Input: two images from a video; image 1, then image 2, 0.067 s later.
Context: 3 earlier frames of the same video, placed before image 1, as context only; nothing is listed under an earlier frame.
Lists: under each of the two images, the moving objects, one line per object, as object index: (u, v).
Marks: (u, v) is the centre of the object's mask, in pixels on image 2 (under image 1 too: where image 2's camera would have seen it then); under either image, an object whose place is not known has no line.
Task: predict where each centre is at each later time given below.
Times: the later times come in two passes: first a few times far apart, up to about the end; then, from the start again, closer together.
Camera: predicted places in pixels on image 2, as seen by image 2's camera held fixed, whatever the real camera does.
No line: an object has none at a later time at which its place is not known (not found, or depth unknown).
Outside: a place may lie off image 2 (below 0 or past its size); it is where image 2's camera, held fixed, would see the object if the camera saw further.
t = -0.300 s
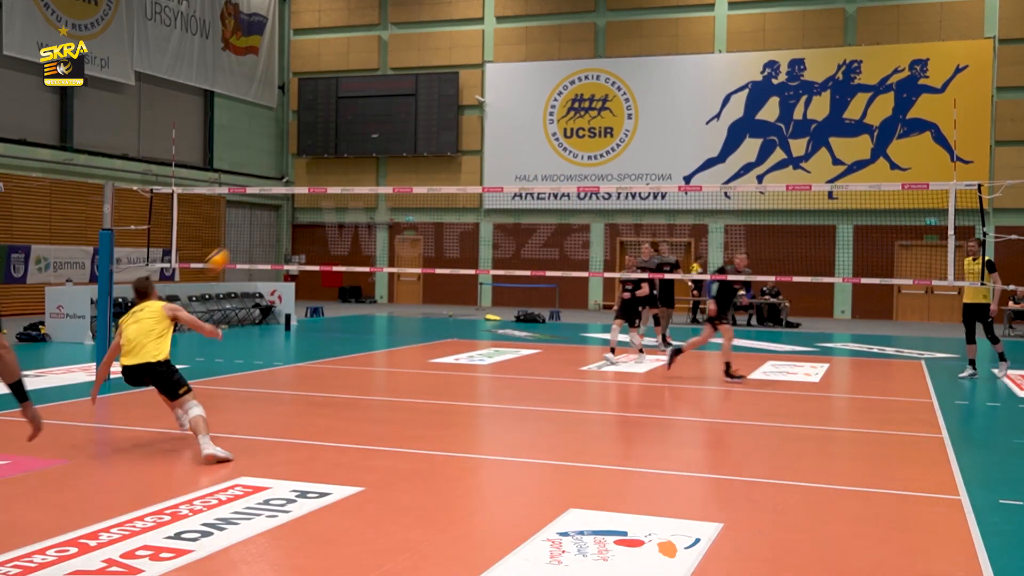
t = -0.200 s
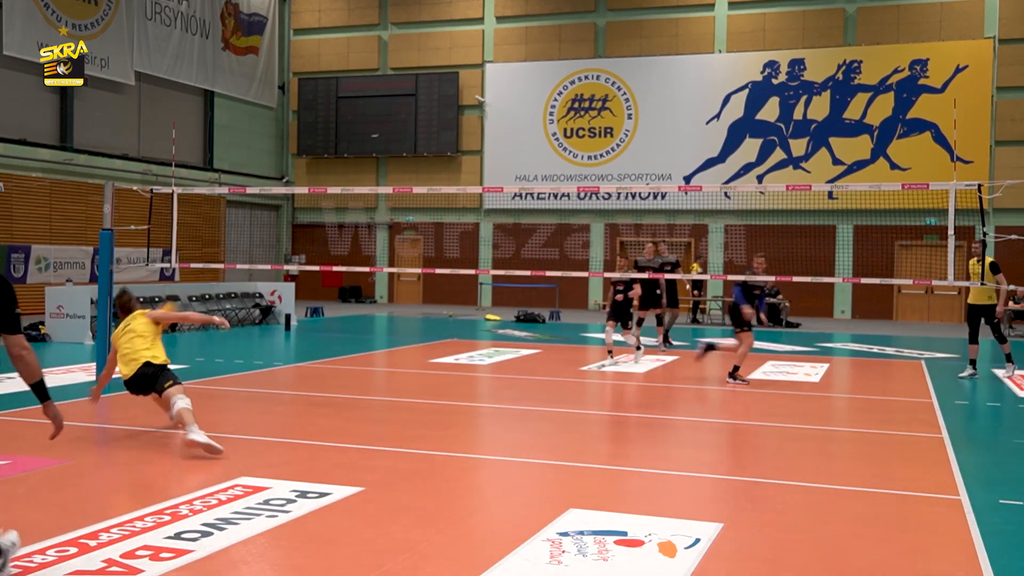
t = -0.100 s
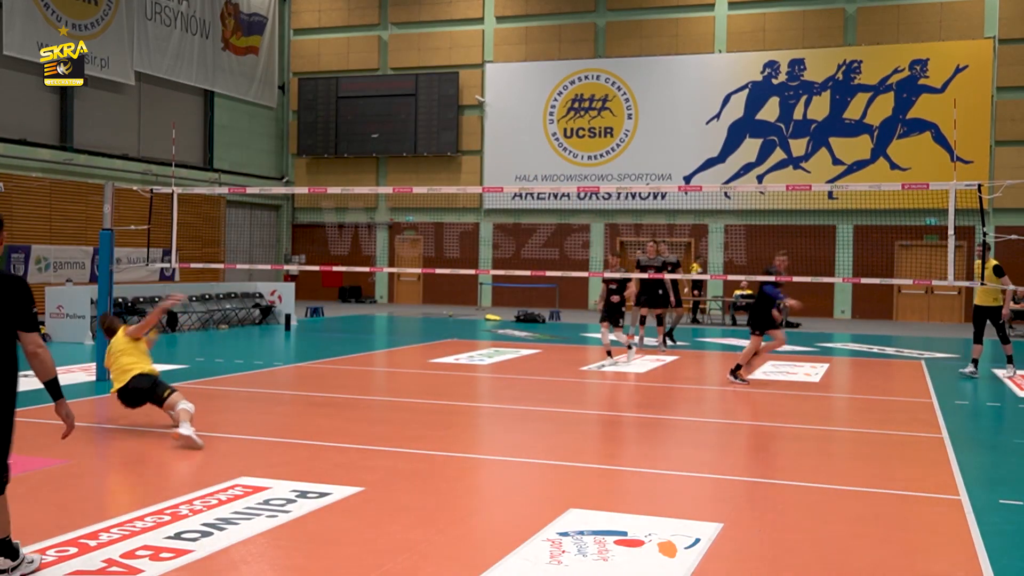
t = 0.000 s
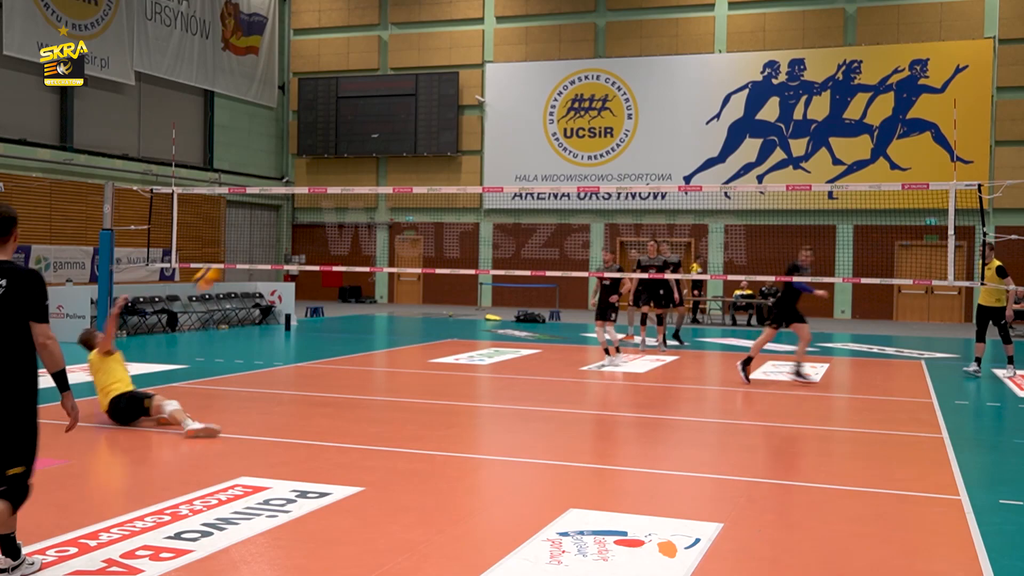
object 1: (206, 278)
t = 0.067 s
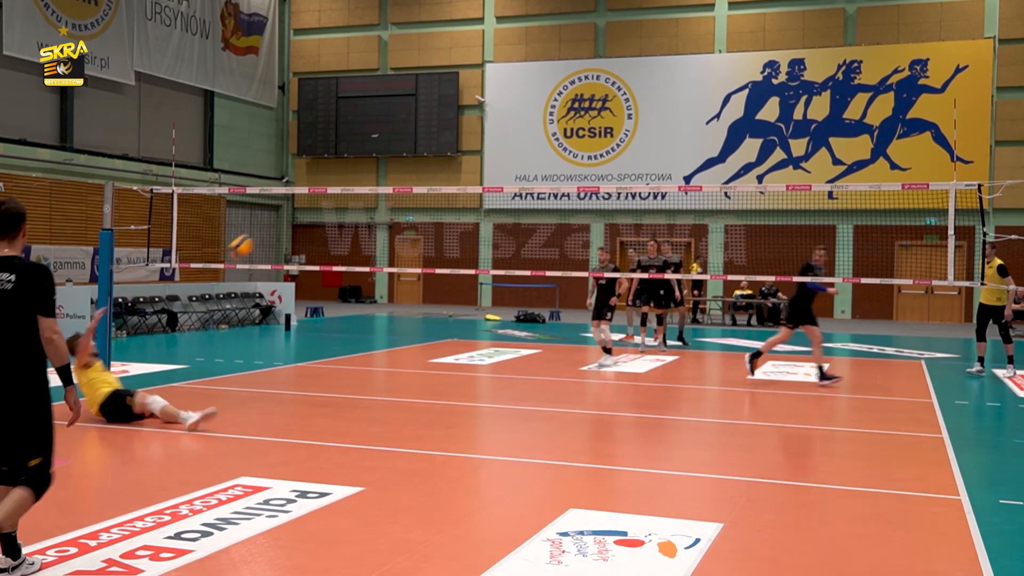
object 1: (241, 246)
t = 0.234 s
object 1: (336, 179)
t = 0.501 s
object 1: (453, 142)
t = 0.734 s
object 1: (545, 153)
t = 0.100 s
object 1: (264, 229)
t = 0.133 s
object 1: (285, 213)
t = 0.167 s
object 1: (295, 205)
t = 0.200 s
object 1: (317, 191)
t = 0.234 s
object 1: (336, 179)
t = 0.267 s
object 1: (346, 174)
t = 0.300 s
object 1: (365, 165)
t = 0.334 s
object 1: (383, 158)
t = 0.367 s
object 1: (392, 154)
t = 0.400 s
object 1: (410, 149)
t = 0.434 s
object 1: (427, 144)
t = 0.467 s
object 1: (436, 144)
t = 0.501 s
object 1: (453, 142)
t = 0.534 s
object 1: (468, 140)
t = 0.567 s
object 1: (477, 140)
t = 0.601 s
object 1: (493, 141)
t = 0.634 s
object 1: (508, 143)
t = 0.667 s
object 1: (516, 145)
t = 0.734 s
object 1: (545, 153)
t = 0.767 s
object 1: (551, 156)
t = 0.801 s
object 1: (565, 163)
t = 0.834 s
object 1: (579, 171)
